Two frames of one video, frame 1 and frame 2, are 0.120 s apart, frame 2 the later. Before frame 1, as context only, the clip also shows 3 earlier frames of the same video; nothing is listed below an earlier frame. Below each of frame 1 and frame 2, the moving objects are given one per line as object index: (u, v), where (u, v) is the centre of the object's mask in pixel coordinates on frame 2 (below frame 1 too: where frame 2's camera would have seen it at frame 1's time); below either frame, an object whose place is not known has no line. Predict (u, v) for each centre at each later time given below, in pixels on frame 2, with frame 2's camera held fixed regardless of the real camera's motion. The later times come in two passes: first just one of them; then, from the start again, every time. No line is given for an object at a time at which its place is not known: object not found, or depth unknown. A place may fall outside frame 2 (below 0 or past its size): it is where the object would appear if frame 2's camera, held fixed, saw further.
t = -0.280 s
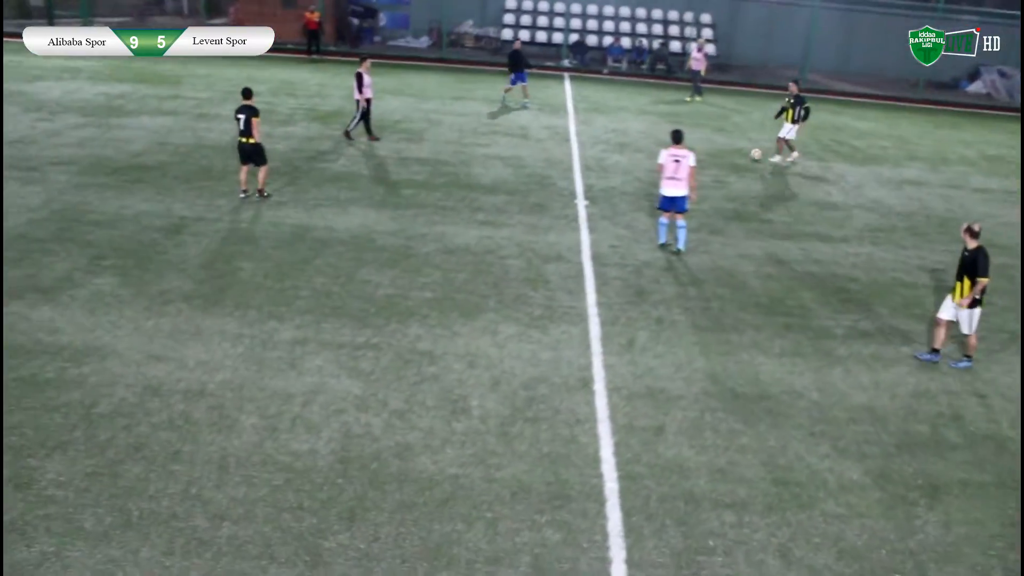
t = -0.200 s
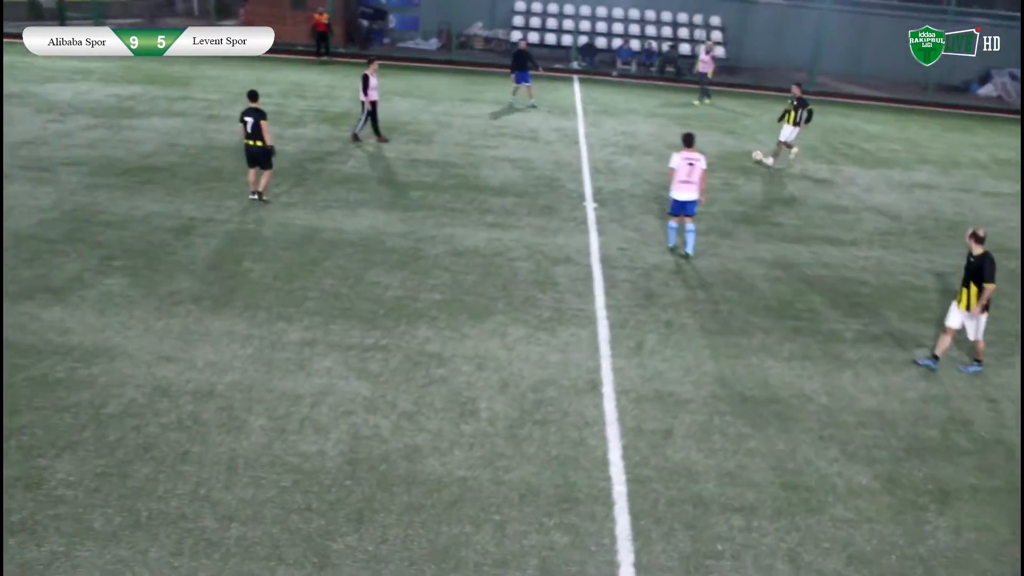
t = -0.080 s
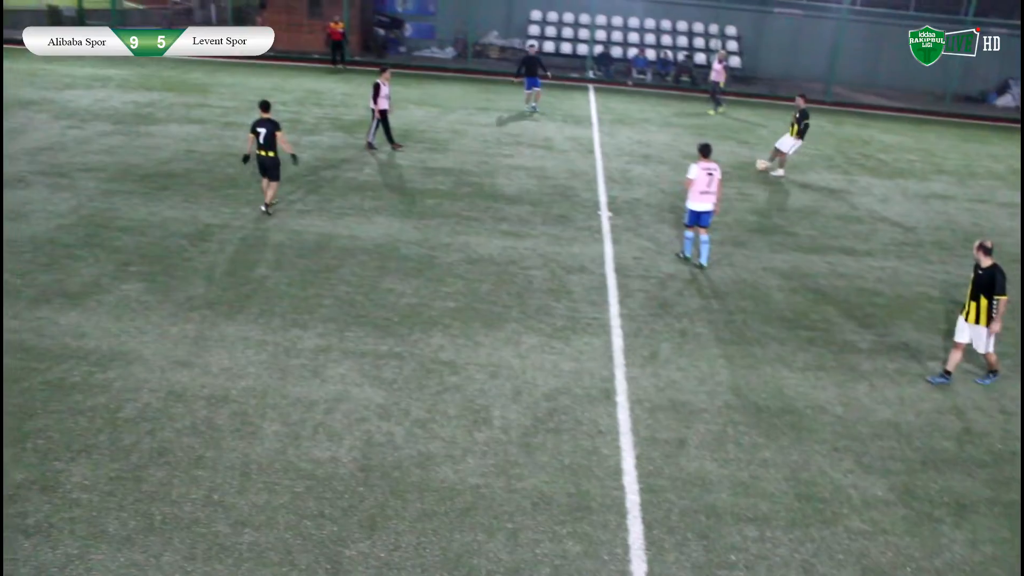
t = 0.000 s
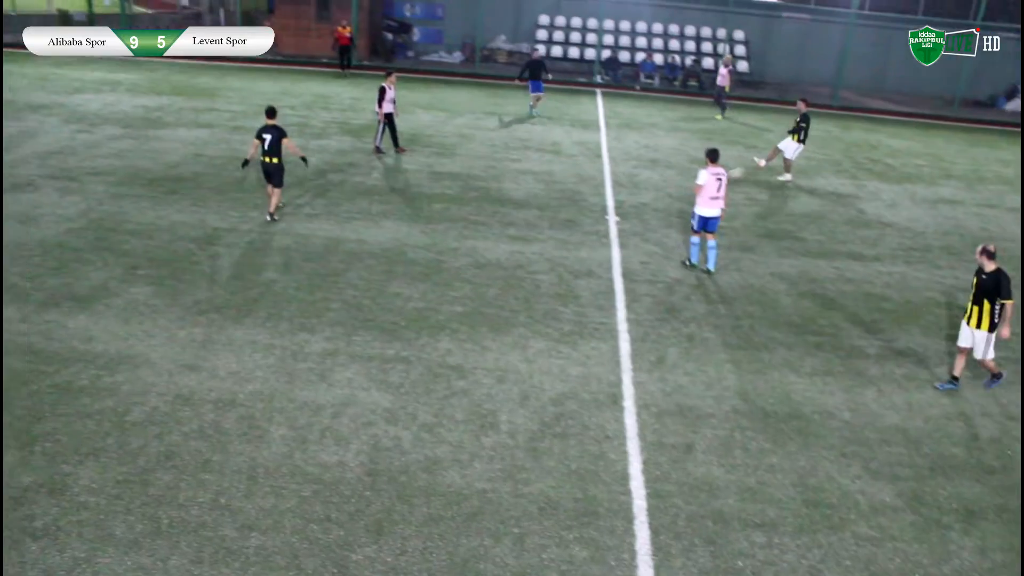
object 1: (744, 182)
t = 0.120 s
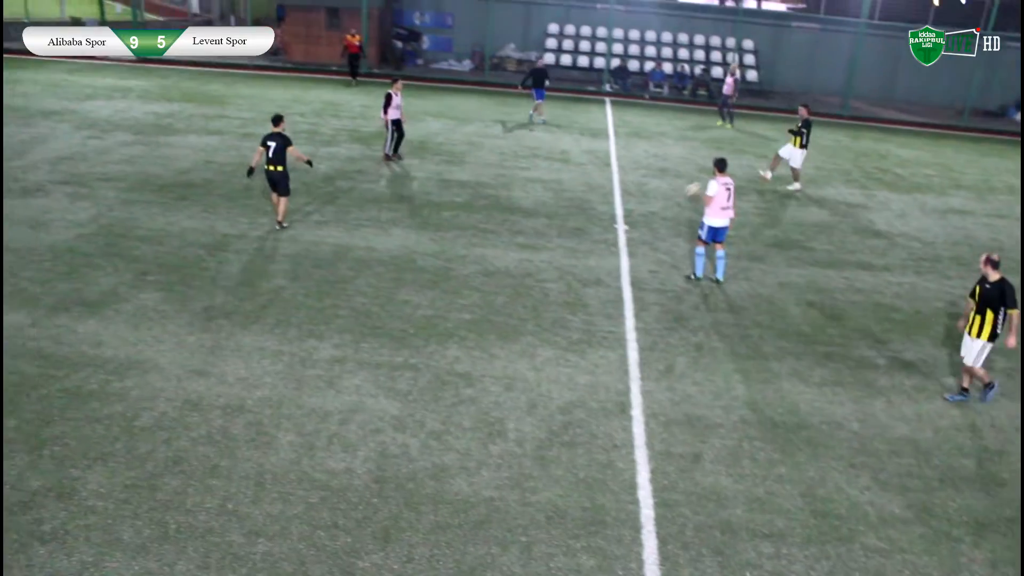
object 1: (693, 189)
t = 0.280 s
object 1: (629, 198)
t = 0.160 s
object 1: (676, 192)
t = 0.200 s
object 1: (660, 194)
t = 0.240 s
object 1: (644, 195)
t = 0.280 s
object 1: (629, 198)
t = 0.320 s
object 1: (610, 203)
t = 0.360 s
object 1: (595, 206)
